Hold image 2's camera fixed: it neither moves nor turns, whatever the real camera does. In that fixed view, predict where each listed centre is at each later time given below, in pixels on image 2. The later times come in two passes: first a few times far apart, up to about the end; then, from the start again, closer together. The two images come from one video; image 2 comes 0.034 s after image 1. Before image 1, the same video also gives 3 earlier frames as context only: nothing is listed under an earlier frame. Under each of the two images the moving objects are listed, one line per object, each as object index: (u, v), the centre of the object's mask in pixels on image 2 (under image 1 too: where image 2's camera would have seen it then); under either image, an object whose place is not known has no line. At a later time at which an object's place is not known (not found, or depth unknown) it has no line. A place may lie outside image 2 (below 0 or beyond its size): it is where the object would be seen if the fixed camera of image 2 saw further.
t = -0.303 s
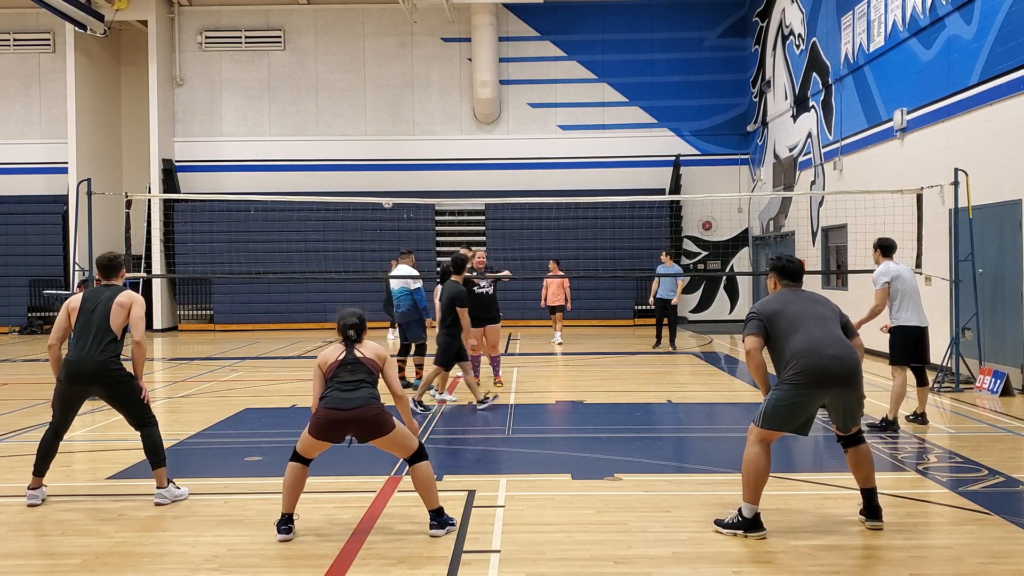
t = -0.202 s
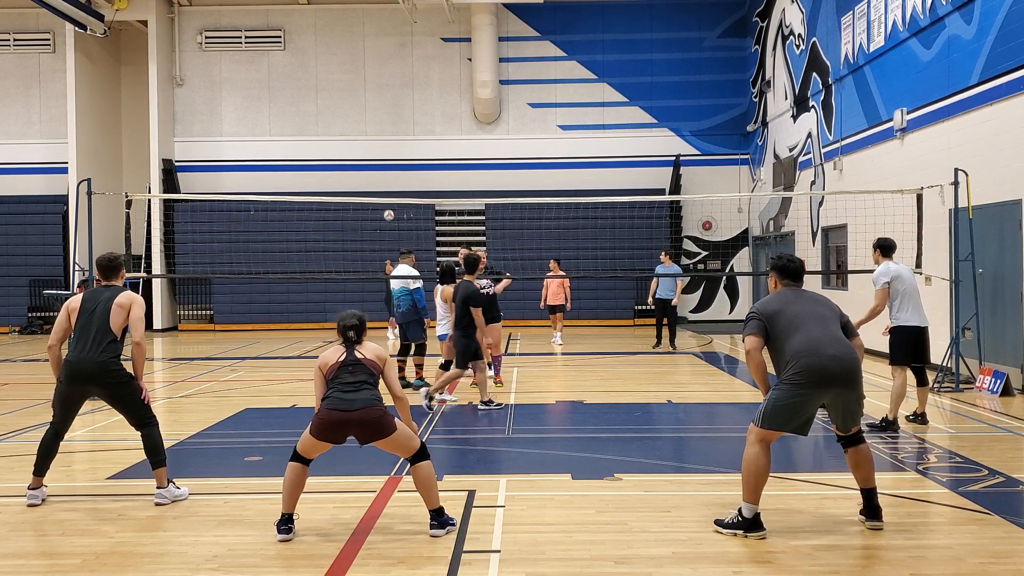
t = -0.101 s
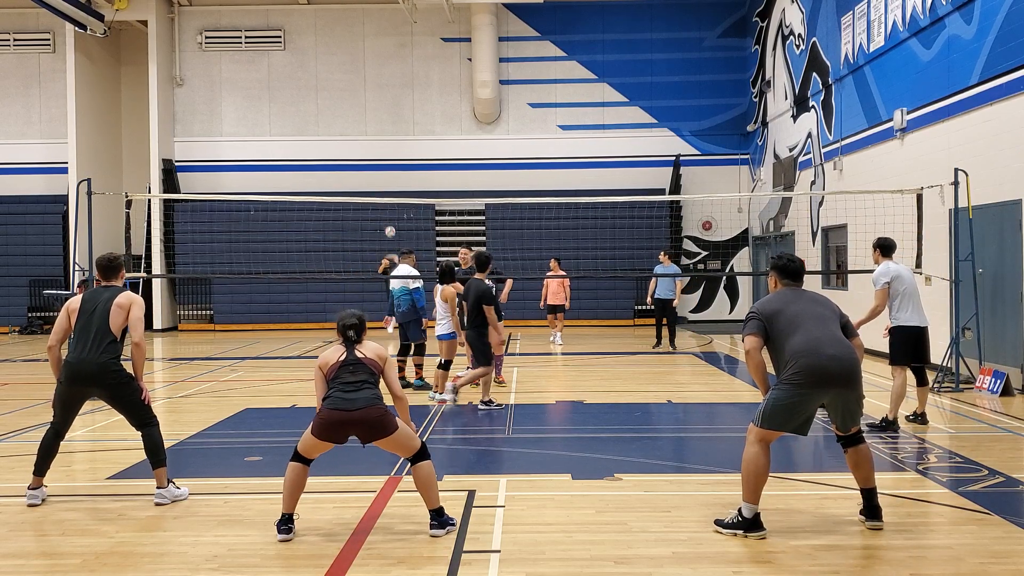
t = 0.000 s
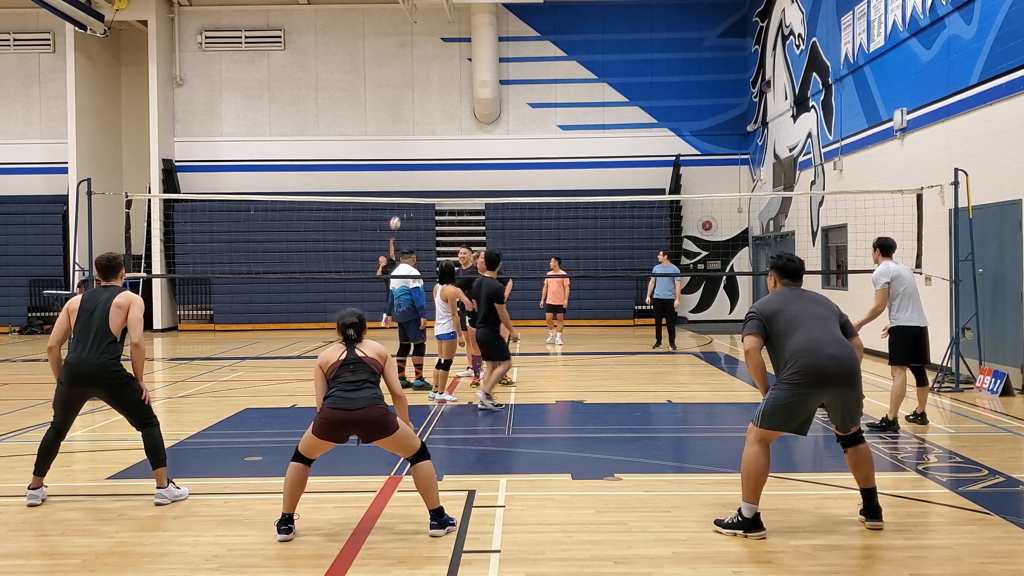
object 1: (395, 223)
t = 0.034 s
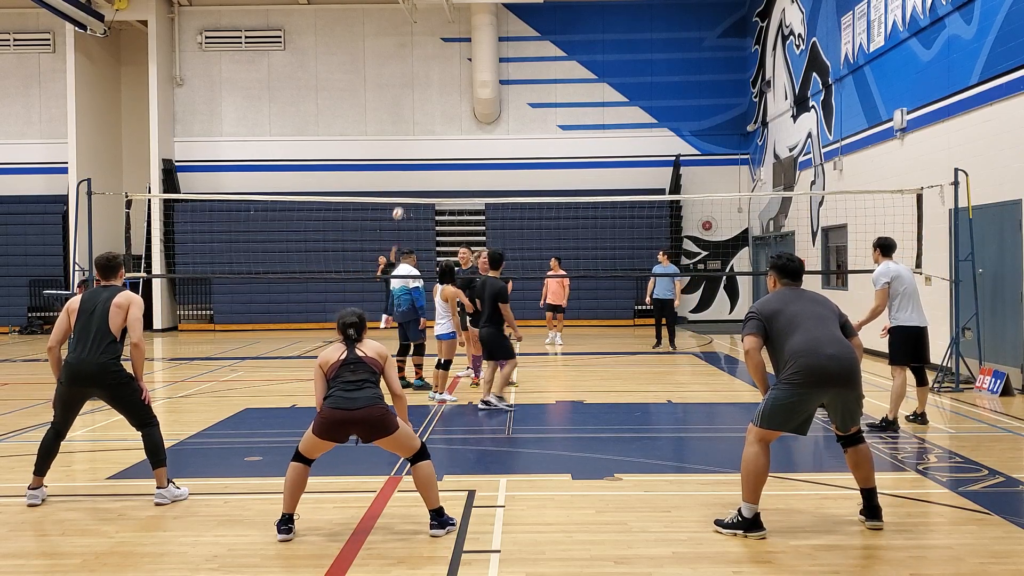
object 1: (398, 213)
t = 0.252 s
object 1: (419, 155)
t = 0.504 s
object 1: (457, 106)
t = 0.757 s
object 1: (520, 93)
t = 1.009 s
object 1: (633, 145)
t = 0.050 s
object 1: (399, 209)
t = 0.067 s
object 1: (400, 205)
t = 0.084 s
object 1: (402, 198)
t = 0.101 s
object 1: (404, 193)
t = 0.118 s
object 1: (405, 190)
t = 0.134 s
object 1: (406, 185)
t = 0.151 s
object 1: (408, 180)
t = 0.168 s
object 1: (410, 175)
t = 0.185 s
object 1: (412, 170)
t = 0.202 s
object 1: (413, 167)
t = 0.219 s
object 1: (415, 163)
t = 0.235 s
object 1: (417, 159)
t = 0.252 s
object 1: (419, 155)
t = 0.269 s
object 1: (421, 151)
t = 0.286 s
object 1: (423, 146)
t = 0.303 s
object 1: (425, 143)
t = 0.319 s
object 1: (427, 140)
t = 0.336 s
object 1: (430, 137)
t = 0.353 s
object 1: (433, 132)
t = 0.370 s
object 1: (435, 129)
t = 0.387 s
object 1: (437, 125)
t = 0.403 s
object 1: (440, 122)
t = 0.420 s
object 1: (442, 119)
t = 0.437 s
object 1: (445, 116)
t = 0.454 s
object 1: (447, 114)
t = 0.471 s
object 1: (451, 111)
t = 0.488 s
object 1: (454, 108)
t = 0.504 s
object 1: (457, 106)
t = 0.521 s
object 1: (461, 104)
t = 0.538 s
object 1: (464, 102)
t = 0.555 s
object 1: (467, 100)
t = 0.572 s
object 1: (470, 97)
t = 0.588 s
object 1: (474, 97)
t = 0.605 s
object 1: (478, 96)
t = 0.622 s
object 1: (483, 94)
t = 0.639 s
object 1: (487, 93)
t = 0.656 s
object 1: (491, 92)
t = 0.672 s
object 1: (496, 92)
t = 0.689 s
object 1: (500, 91)
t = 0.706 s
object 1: (505, 92)
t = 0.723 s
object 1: (509, 91)
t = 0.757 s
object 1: (520, 93)
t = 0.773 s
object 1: (526, 94)
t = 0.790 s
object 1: (532, 95)
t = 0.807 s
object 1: (538, 97)
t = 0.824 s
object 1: (544, 99)
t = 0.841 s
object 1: (551, 101)
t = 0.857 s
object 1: (558, 104)
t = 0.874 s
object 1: (565, 106)
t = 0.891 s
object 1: (572, 110)
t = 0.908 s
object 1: (579, 113)
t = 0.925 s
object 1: (588, 117)
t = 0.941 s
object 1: (596, 122)
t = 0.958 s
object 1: (604, 126)
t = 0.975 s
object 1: (613, 131)
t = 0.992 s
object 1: (621, 137)
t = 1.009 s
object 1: (633, 145)
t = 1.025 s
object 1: (642, 152)
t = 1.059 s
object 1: (664, 169)
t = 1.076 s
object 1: (674, 178)
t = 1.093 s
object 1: (688, 186)
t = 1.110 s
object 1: (702, 198)
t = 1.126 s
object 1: (717, 212)
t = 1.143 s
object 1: (731, 226)
